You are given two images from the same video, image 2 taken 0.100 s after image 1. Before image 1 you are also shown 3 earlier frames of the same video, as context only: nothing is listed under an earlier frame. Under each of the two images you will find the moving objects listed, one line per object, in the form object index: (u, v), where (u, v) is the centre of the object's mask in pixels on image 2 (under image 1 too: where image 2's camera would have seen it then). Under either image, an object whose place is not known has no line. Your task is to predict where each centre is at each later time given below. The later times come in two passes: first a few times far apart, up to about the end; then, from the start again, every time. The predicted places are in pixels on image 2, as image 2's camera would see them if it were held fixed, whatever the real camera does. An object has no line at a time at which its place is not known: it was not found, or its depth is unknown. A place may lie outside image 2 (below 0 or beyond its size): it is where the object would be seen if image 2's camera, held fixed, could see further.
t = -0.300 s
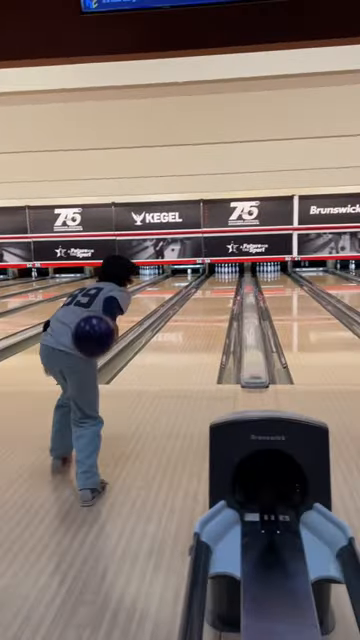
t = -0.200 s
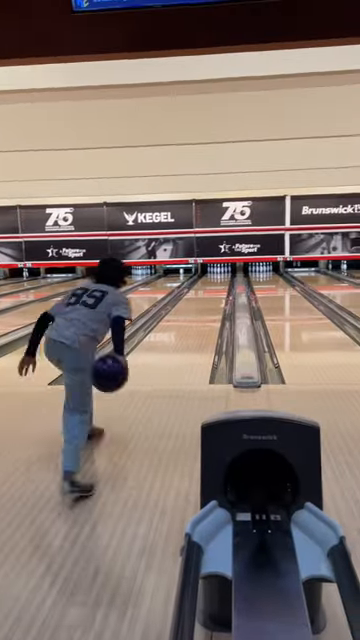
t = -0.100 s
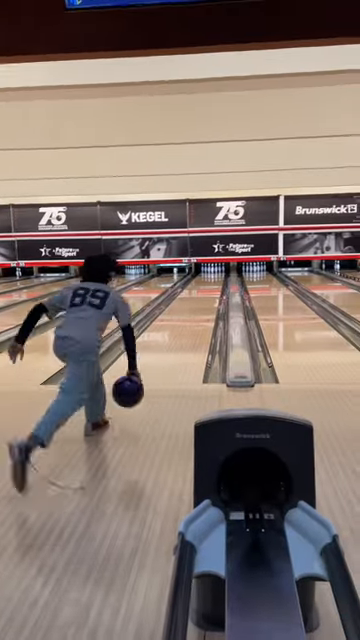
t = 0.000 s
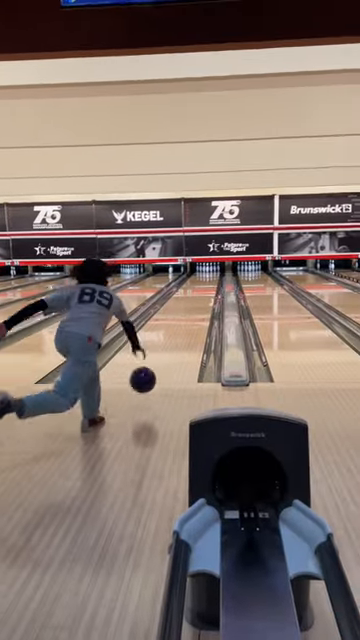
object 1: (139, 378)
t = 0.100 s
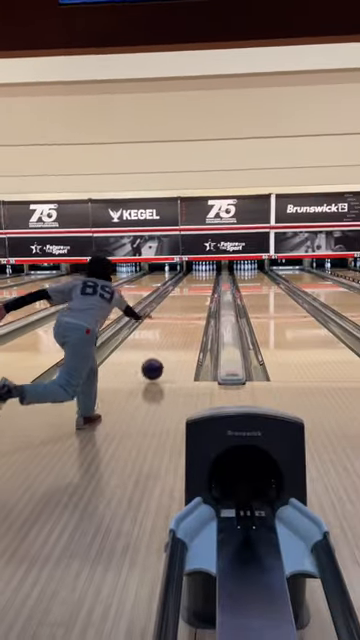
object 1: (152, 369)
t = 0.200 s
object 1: (161, 351)
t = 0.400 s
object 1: (174, 330)
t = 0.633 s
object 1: (183, 312)
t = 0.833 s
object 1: (189, 301)
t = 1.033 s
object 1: (193, 294)
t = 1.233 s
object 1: (196, 288)
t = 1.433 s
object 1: (198, 283)
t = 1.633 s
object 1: (200, 280)
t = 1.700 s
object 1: (200, 278)
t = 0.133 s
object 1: (155, 361)
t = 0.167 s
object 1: (158, 355)
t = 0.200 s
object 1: (161, 351)
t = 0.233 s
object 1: (164, 348)
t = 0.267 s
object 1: (166, 344)
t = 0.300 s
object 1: (168, 340)
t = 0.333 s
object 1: (170, 337)
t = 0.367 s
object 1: (172, 333)
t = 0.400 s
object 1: (174, 330)
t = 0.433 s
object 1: (175, 327)
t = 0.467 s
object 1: (177, 324)
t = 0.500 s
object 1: (178, 321)
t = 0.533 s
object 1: (180, 319)
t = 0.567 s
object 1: (181, 316)
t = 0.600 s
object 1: (182, 314)
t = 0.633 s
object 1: (183, 312)
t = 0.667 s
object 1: (184, 310)
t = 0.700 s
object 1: (185, 308)
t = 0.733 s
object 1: (186, 306)
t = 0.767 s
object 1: (187, 305)
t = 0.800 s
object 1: (188, 303)
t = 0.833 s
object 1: (189, 301)
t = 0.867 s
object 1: (190, 300)
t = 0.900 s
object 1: (190, 299)
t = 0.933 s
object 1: (191, 297)
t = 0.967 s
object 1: (191, 296)
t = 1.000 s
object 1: (192, 295)
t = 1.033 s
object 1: (193, 294)
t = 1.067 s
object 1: (193, 292)
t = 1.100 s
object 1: (194, 291)
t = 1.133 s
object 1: (194, 291)
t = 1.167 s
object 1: (195, 289)
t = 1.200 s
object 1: (195, 289)
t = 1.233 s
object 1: (196, 288)
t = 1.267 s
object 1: (196, 287)
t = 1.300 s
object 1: (197, 286)
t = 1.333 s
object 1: (197, 285)
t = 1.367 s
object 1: (197, 285)
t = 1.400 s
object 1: (197, 284)
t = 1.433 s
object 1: (198, 283)
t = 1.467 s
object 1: (198, 282)
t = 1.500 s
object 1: (199, 281)
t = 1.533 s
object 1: (199, 280)
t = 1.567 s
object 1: (199, 280)
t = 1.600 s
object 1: (199, 280)
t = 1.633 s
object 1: (200, 280)
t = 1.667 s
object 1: (200, 279)
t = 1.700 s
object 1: (200, 278)
